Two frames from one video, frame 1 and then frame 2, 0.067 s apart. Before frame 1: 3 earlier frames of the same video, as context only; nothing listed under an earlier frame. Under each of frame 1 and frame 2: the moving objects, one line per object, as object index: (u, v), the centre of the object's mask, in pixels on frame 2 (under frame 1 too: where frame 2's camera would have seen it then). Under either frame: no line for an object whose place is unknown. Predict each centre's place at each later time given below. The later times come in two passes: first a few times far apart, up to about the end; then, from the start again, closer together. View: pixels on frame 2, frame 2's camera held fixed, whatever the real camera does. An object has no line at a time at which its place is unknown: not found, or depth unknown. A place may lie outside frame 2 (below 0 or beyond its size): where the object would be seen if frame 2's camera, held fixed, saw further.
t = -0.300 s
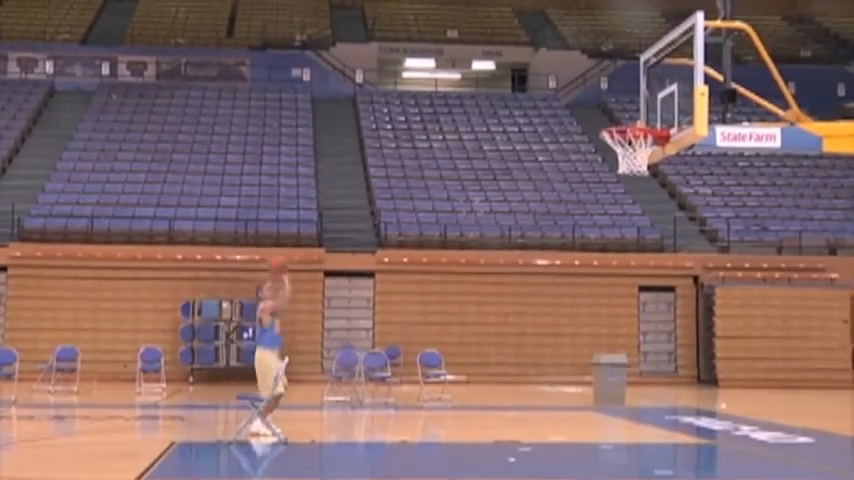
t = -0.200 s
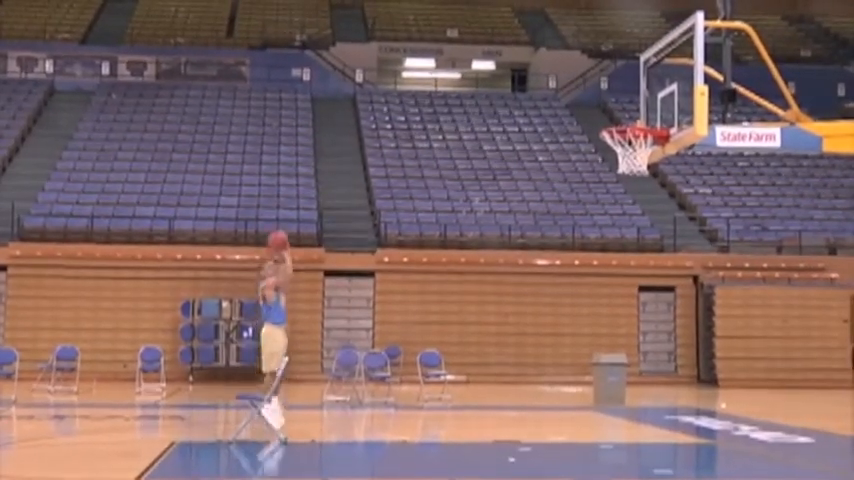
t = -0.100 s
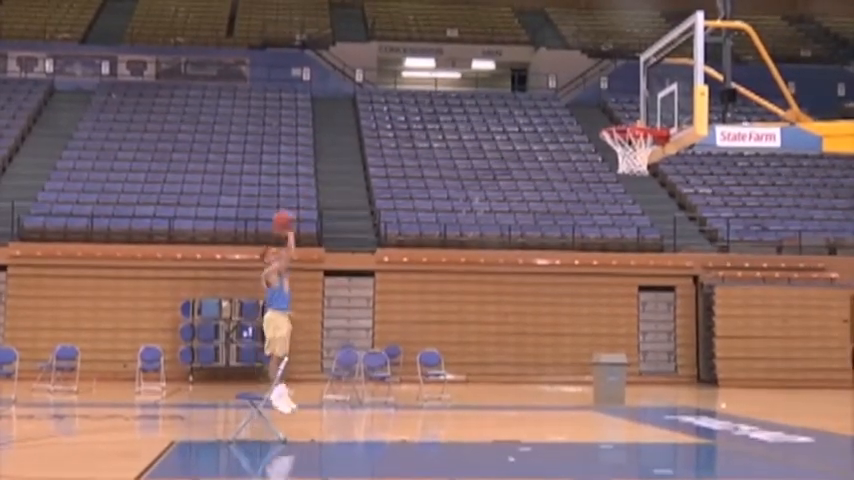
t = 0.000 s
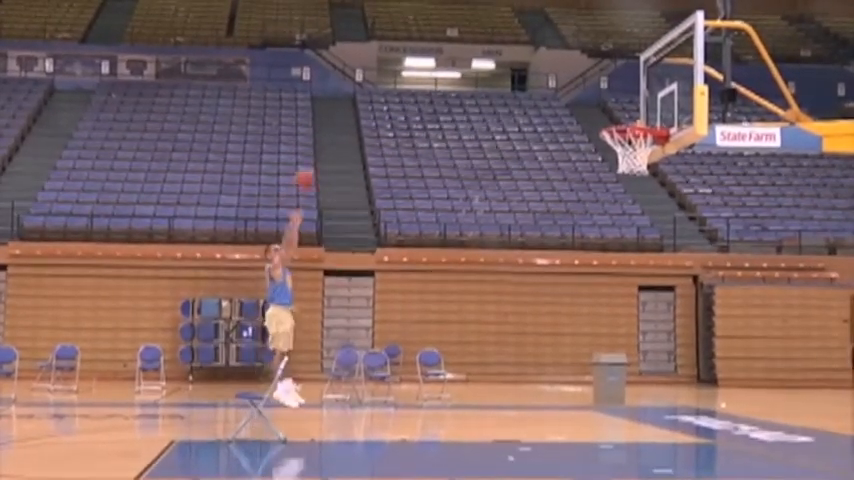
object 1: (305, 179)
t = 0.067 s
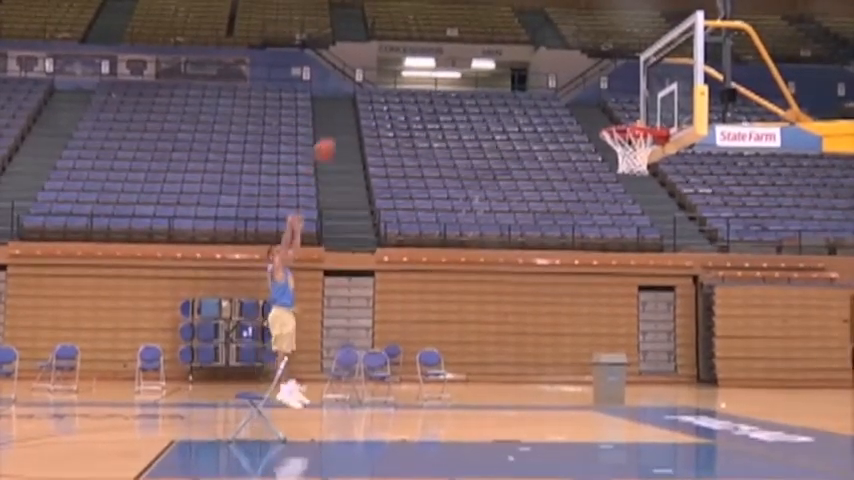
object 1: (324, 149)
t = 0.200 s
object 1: (365, 102)
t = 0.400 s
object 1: (429, 58)
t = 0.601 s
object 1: (495, 48)
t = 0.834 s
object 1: (577, 87)
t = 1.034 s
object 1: (645, 160)
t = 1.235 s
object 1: (673, 200)
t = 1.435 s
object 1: (704, 287)
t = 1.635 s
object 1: (732, 422)
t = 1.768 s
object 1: (735, 401)
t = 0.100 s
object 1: (334, 137)
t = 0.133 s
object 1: (344, 125)
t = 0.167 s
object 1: (355, 114)
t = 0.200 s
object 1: (365, 102)
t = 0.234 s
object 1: (375, 92)
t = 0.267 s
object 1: (385, 83)
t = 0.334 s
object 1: (406, 70)
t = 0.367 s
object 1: (417, 63)
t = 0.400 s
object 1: (429, 58)
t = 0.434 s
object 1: (440, 53)
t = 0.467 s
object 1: (451, 51)
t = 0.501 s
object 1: (460, 50)
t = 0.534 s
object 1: (472, 47)
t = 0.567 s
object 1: (484, 47)
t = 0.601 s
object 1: (495, 48)
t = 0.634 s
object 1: (507, 51)
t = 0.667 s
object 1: (518, 55)
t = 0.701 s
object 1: (530, 59)
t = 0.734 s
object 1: (541, 64)
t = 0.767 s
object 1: (553, 71)
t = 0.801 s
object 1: (565, 78)
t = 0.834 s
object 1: (577, 87)
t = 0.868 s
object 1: (589, 98)
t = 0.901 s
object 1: (601, 109)
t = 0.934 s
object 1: (612, 118)
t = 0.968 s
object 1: (629, 131)
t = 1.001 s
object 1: (640, 155)
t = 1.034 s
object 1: (645, 160)
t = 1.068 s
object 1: (649, 159)
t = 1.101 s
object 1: (653, 163)
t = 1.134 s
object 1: (658, 173)
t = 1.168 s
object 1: (664, 181)
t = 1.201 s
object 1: (668, 190)
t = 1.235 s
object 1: (673, 200)
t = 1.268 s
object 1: (677, 212)
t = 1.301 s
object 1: (683, 226)
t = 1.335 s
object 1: (687, 240)
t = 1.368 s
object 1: (692, 255)
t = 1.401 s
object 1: (699, 272)
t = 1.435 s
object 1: (704, 287)
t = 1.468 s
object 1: (708, 308)
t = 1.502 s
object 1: (712, 328)
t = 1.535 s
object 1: (717, 350)
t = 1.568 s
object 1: (723, 373)
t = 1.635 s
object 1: (732, 422)
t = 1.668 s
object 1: (739, 450)
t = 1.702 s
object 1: (737, 438)
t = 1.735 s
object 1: (736, 417)
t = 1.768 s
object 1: (735, 401)
